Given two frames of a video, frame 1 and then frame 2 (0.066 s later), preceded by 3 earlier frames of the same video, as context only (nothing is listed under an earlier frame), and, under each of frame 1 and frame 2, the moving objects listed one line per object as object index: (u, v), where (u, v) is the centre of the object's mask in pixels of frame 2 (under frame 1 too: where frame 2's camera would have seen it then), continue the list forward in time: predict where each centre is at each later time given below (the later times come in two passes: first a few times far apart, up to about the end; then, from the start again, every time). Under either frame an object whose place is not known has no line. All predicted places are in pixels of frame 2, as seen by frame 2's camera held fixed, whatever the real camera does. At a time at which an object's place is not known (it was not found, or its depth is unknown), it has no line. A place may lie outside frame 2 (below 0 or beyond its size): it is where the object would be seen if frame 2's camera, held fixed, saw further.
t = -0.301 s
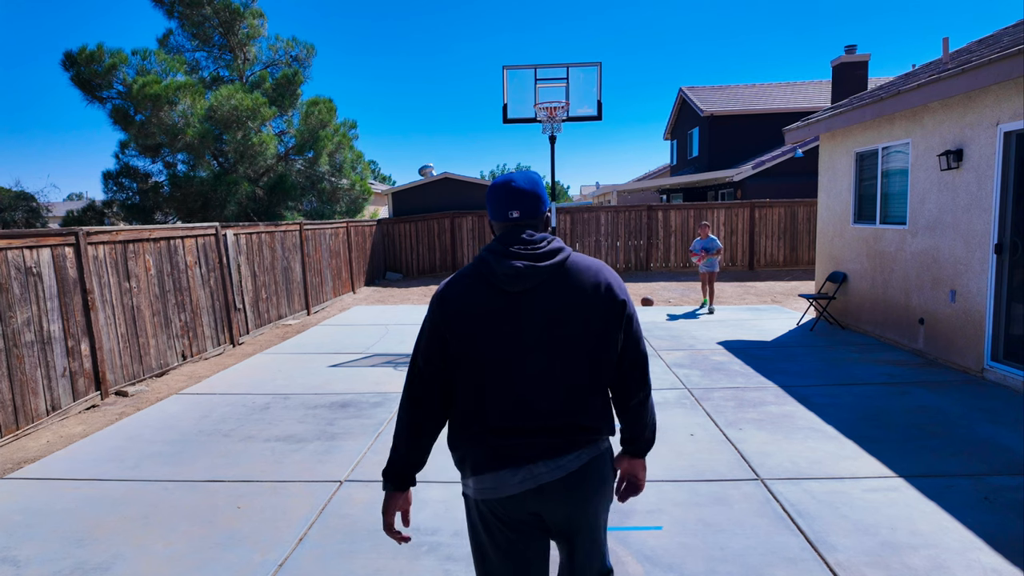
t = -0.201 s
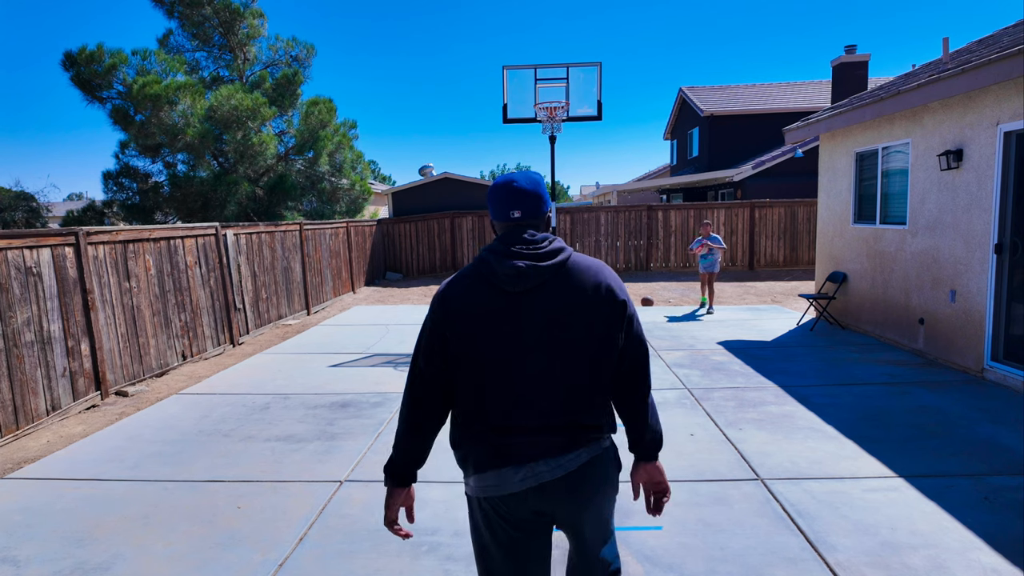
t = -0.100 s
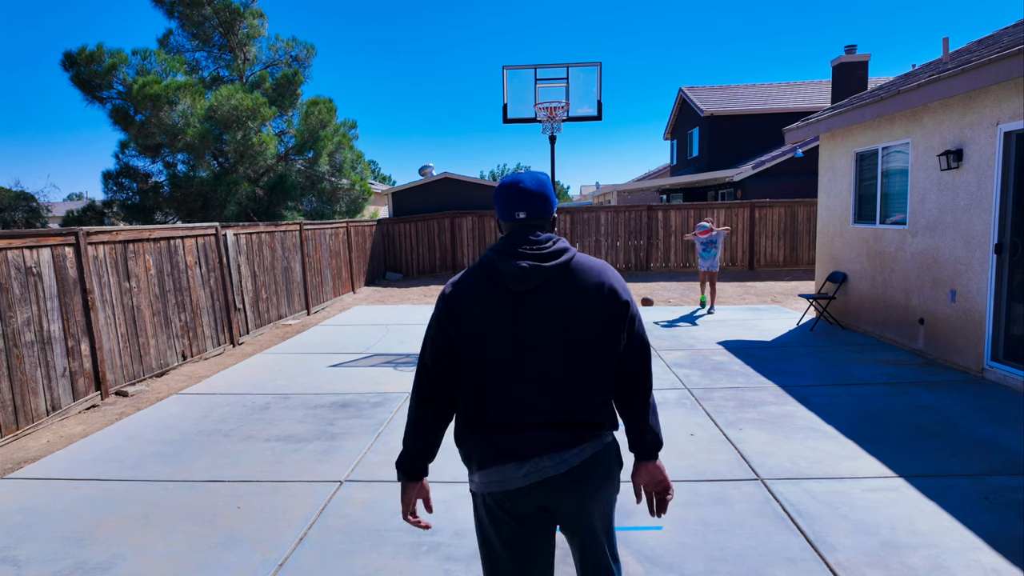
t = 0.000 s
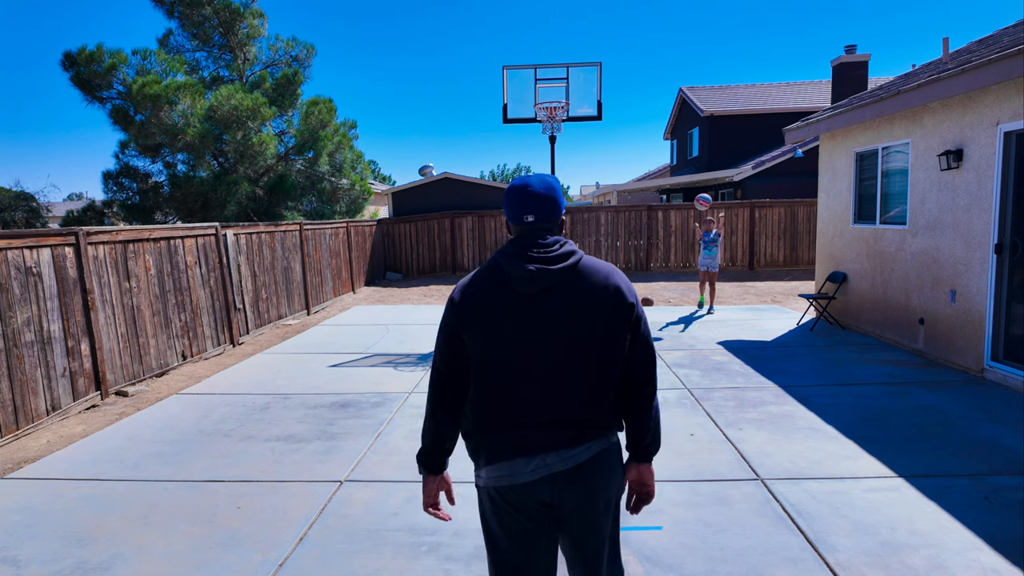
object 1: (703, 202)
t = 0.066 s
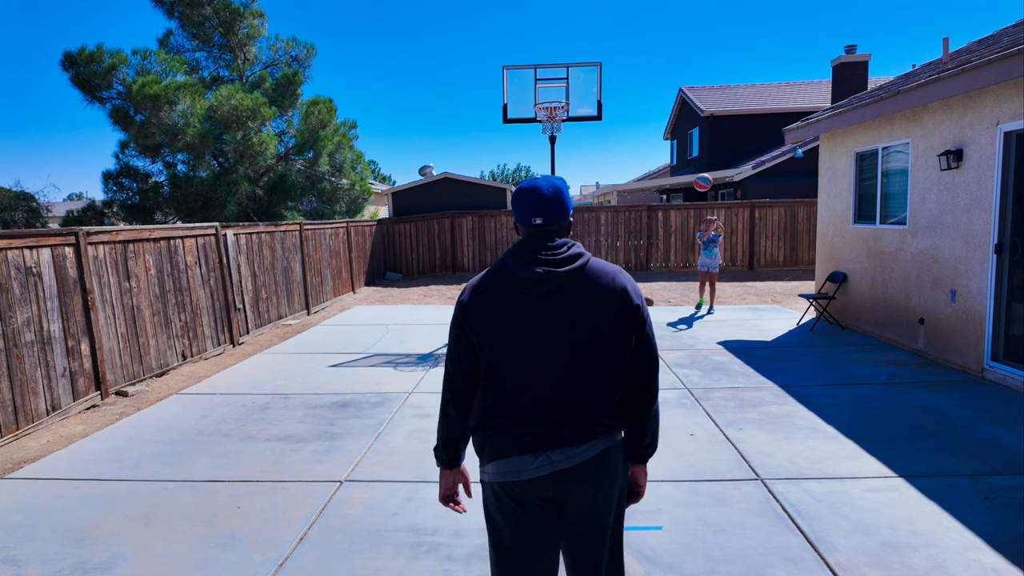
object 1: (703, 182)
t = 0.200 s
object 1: (703, 148)
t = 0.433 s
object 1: (703, 107)
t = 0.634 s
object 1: (703, 110)
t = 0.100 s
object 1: (703, 172)
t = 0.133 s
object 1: (703, 164)
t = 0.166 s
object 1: (703, 156)
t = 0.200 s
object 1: (703, 148)
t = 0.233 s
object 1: (703, 140)
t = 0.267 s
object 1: (703, 133)
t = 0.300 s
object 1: (703, 126)
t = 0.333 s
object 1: (703, 120)
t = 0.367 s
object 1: (703, 115)
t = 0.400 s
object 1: (703, 111)
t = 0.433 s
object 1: (703, 107)
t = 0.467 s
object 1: (703, 104)
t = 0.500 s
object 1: (703, 102)
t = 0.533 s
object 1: (703, 102)
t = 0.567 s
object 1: (703, 103)
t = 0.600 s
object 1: (702, 106)
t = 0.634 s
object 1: (703, 110)
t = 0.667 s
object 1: (703, 116)
